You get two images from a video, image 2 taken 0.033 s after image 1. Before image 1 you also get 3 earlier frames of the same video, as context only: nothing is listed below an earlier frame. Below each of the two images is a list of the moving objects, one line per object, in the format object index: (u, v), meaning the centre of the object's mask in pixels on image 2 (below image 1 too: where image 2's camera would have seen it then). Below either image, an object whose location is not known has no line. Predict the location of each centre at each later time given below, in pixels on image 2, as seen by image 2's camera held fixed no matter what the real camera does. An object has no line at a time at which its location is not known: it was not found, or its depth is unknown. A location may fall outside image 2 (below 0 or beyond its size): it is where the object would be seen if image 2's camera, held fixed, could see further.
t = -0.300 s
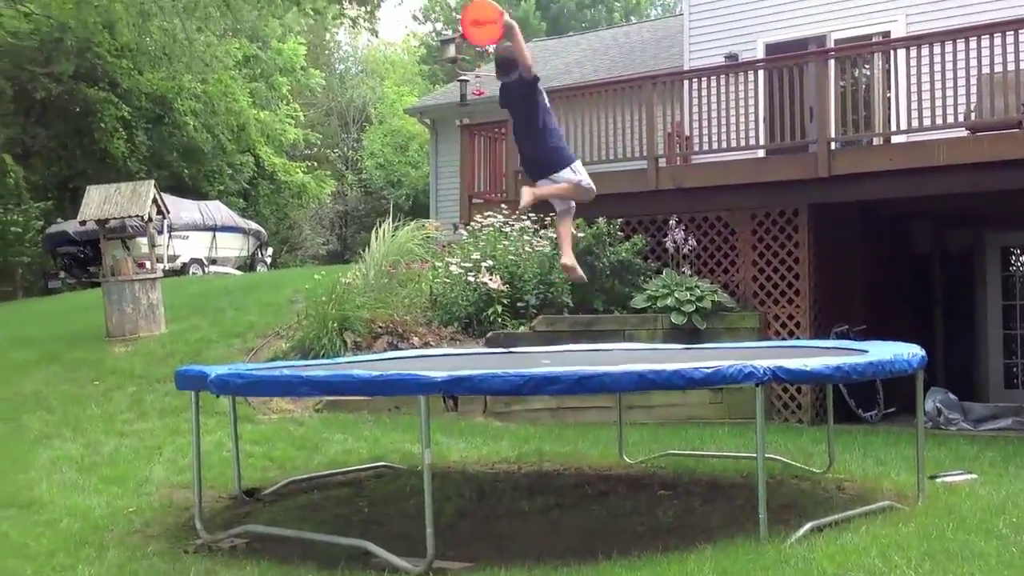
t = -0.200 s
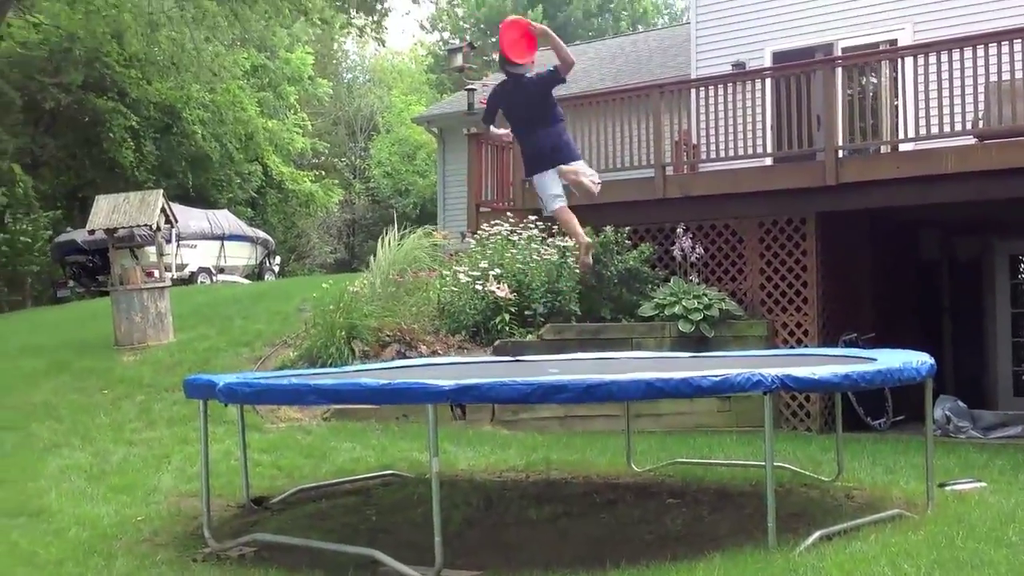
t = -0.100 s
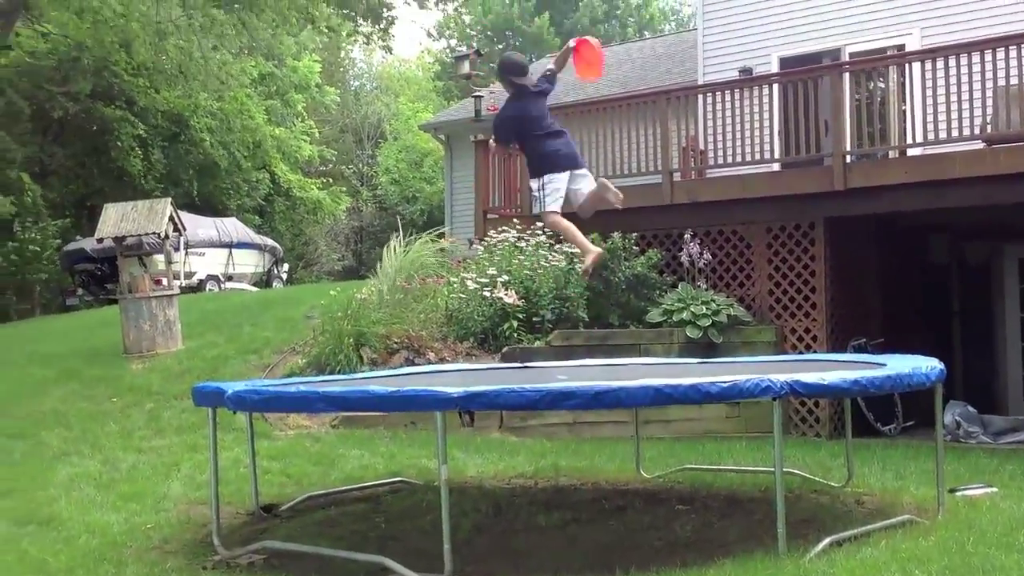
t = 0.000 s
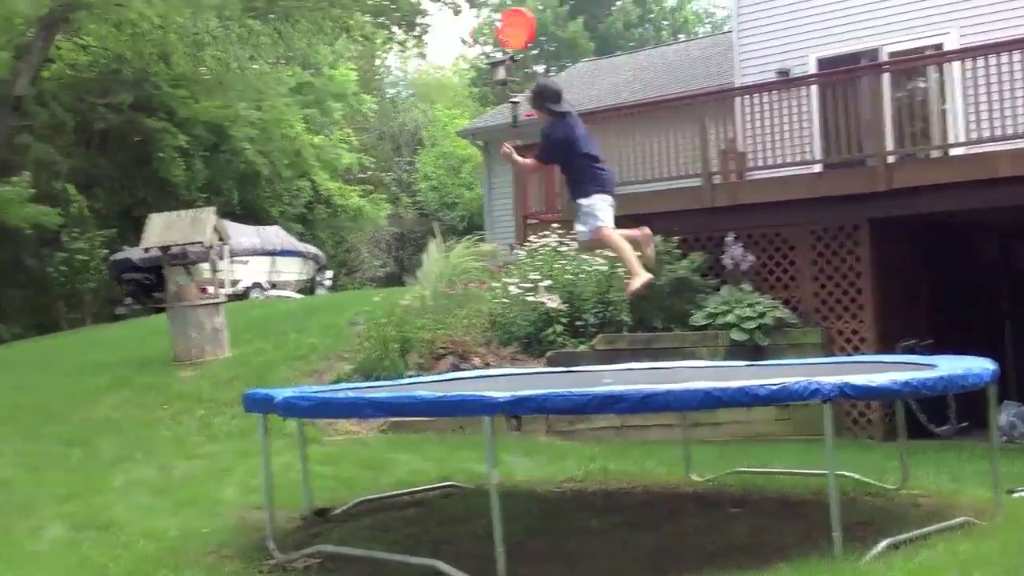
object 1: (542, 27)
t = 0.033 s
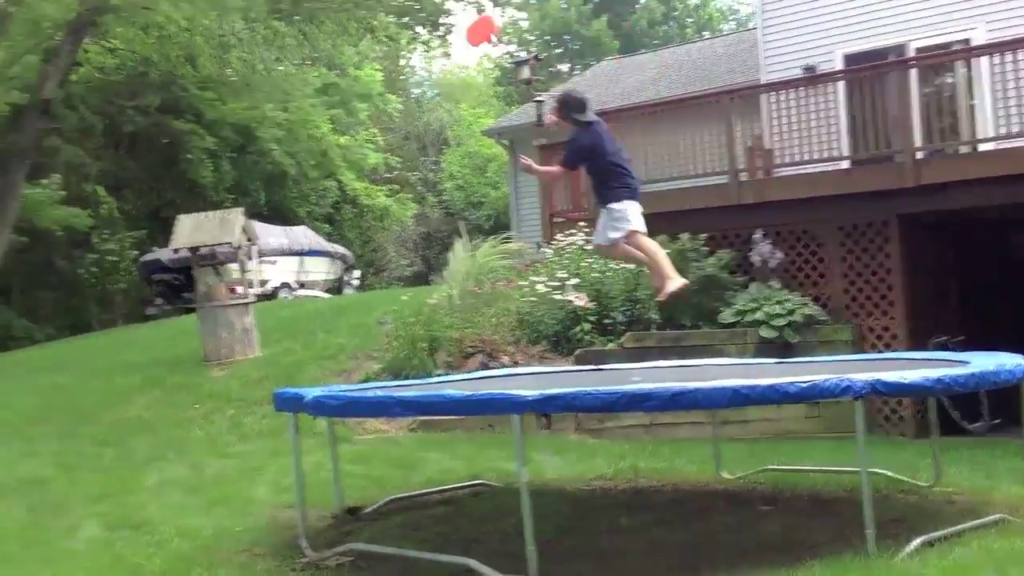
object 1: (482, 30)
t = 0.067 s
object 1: (427, 33)
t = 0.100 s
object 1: (376, 38)
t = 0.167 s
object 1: (289, 50)
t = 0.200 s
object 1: (252, 56)
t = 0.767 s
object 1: (-97, 253)
